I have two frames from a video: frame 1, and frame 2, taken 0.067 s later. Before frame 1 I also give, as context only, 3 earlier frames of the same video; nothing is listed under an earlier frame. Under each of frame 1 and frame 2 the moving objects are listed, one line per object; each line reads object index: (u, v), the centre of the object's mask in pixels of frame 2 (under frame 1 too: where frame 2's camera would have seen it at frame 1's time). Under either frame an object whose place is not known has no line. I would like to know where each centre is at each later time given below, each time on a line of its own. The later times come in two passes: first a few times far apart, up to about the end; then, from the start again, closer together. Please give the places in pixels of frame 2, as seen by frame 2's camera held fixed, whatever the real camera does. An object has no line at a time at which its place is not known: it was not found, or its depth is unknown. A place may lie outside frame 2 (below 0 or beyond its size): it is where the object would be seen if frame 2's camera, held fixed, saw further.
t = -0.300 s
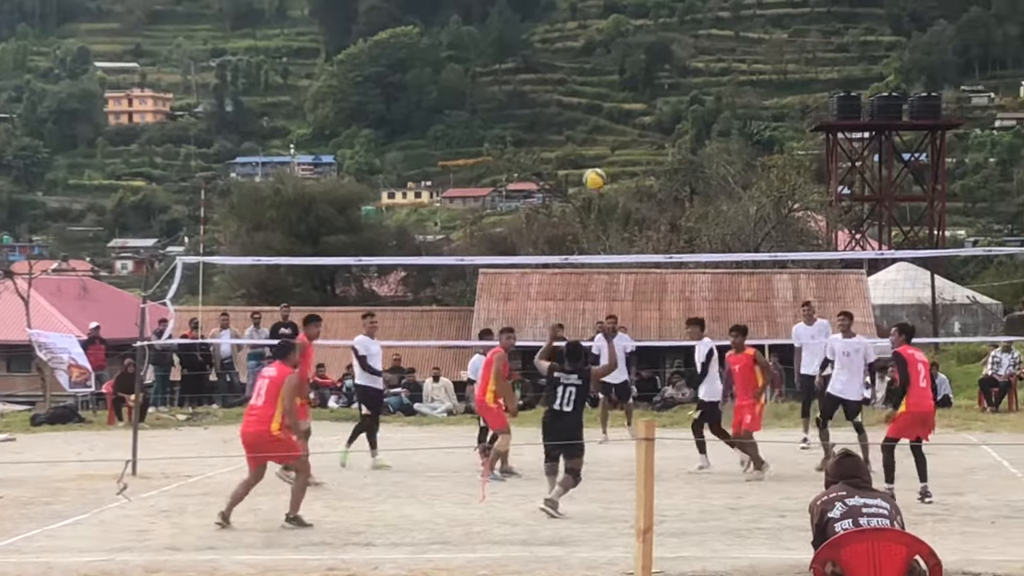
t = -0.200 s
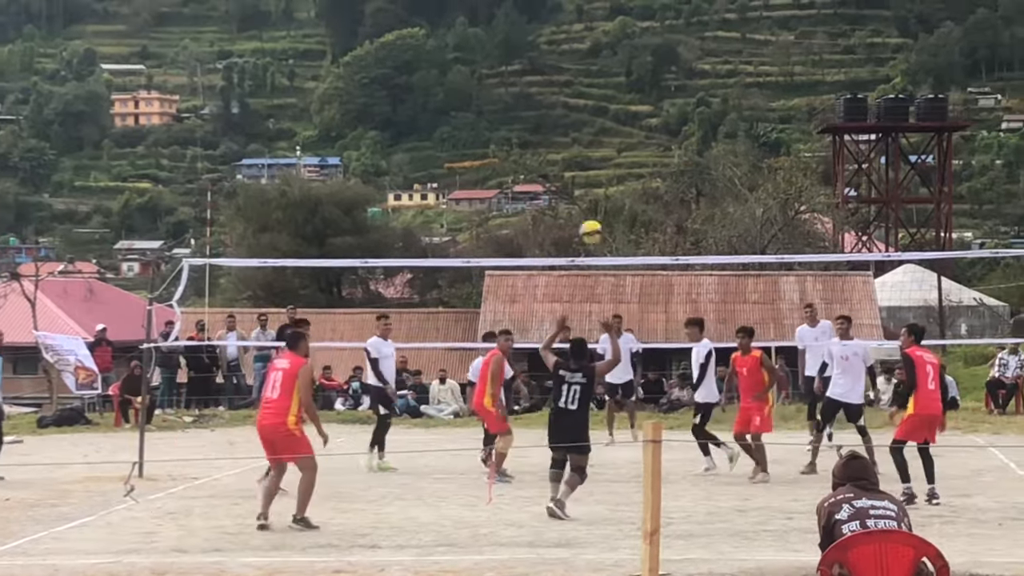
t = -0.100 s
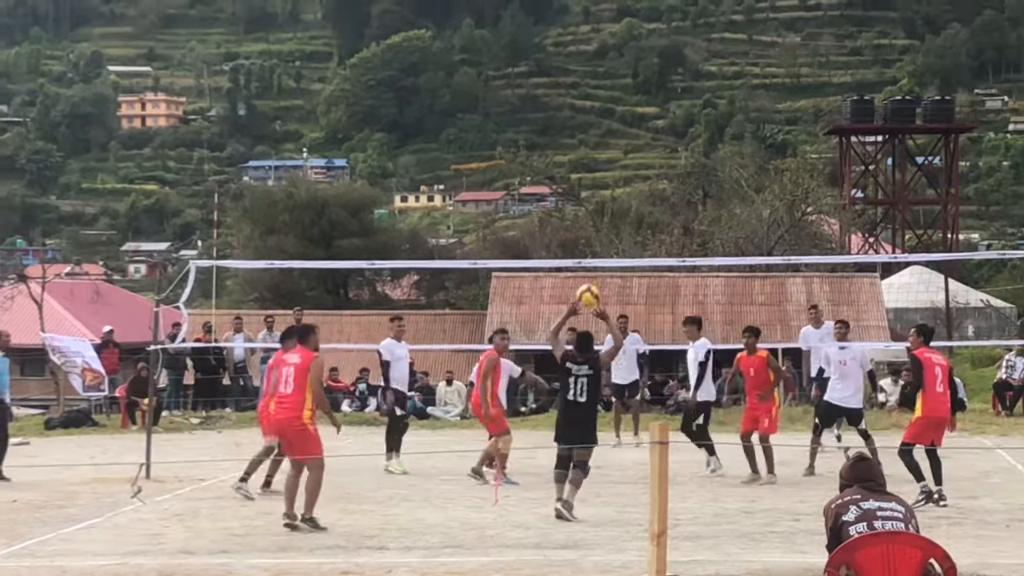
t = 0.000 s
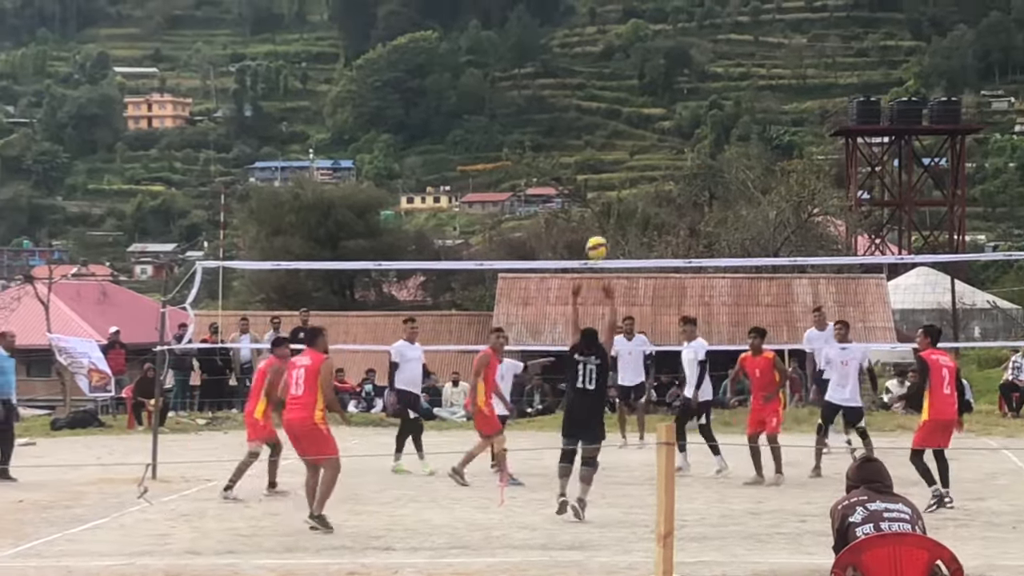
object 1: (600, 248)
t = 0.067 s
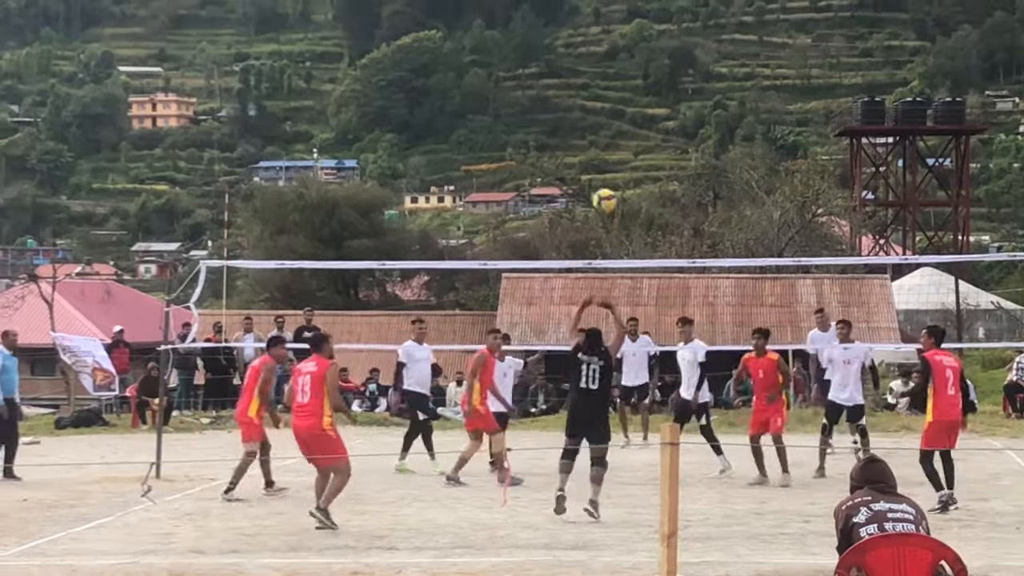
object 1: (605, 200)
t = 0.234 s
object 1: (612, 107)
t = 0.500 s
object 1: (625, 26)
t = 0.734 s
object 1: (636, 20)
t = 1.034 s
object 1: (652, 87)
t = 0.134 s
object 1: (608, 158)
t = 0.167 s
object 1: (609, 139)
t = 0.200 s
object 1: (611, 122)
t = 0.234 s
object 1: (612, 107)
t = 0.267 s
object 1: (613, 92)
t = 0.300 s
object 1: (615, 79)
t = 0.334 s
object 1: (616, 67)
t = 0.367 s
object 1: (618, 56)
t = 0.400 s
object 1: (620, 46)
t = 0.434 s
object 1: (621, 39)
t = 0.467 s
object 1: (623, 32)
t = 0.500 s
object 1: (625, 26)
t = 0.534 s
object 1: (626, 21)
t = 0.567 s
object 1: (628, 18)
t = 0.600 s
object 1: (630, 17)
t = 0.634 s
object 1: (631, 15)
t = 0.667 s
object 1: (633, 15)
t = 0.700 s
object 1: (635, 17)
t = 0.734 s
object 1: (636, 20)
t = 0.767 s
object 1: (638, 22)
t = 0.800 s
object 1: (641, 26)
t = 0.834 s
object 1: (642, 31)
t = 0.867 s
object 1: (643, 38)
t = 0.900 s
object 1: (645, 46)
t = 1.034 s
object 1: (652, 87)
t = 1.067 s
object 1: (654, 99)
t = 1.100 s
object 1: (656, 113)
